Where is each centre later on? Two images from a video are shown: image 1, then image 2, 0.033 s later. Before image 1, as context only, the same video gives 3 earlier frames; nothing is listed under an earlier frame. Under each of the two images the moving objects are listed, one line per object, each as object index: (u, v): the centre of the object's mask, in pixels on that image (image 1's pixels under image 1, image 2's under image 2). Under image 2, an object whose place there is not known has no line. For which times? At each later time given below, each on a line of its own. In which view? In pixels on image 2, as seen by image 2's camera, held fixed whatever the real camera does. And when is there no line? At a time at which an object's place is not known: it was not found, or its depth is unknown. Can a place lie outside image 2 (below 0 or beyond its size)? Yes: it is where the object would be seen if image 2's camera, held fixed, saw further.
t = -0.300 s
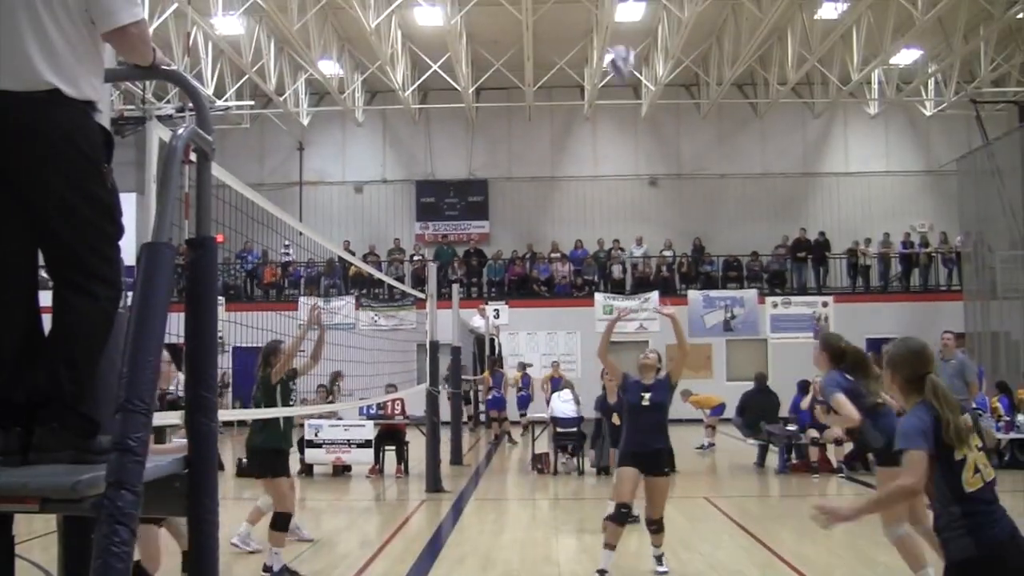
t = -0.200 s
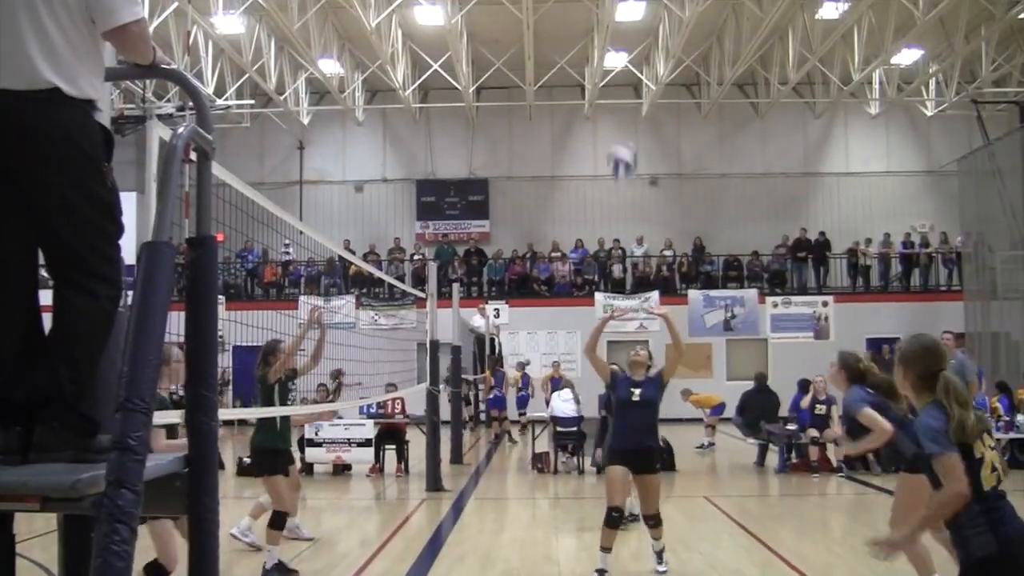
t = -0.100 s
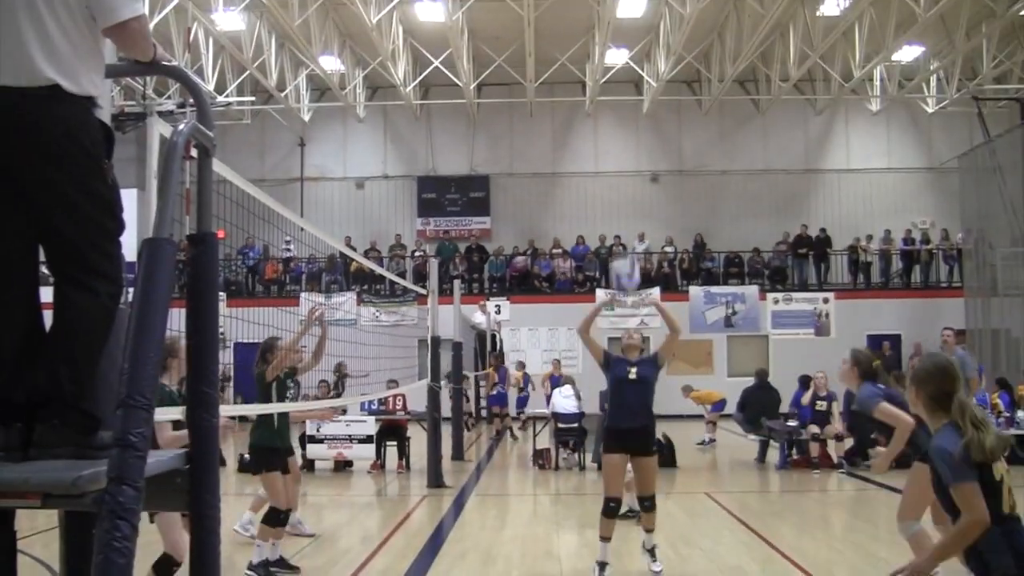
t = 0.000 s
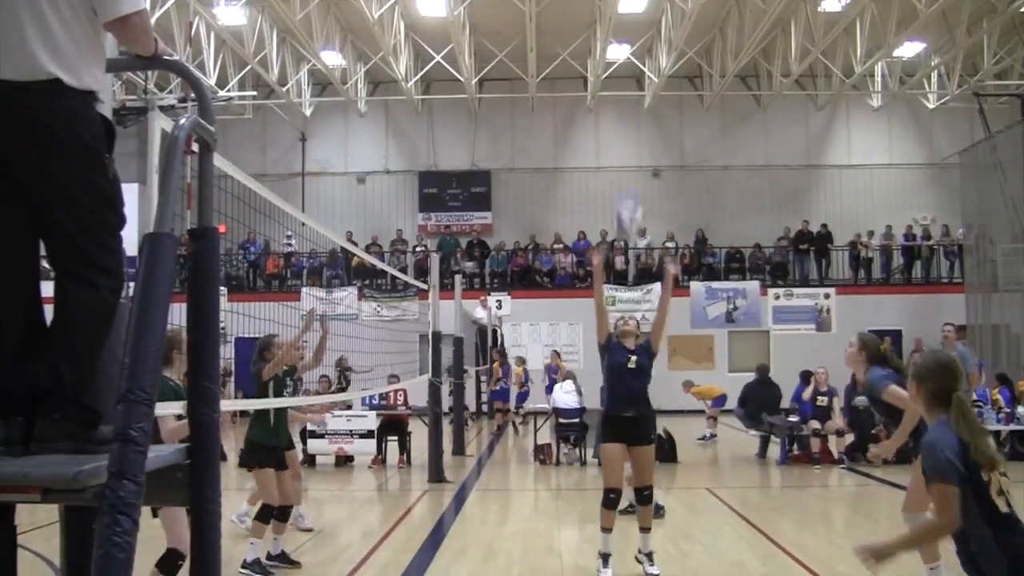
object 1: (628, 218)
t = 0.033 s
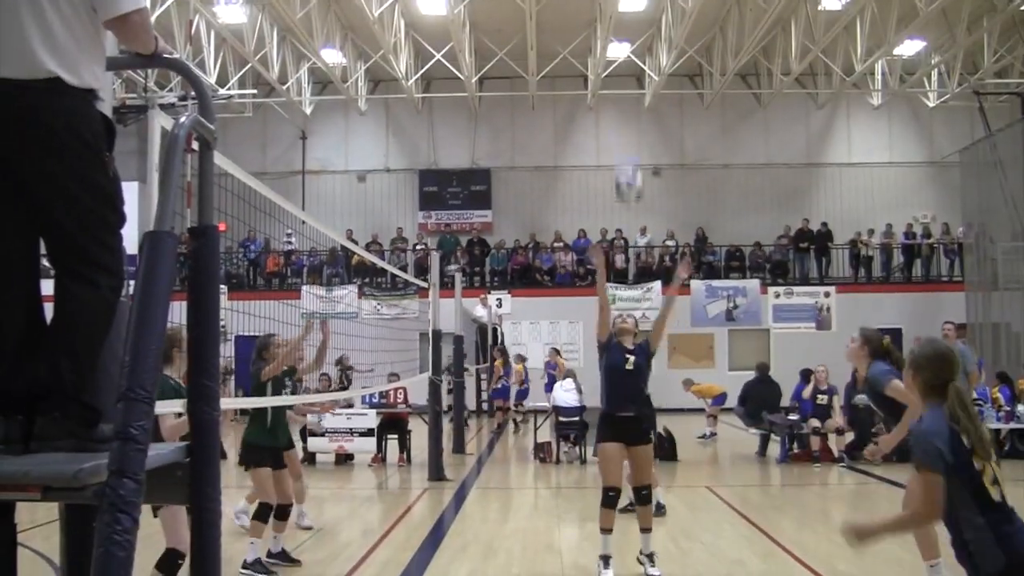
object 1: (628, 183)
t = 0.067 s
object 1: (627, 148)
